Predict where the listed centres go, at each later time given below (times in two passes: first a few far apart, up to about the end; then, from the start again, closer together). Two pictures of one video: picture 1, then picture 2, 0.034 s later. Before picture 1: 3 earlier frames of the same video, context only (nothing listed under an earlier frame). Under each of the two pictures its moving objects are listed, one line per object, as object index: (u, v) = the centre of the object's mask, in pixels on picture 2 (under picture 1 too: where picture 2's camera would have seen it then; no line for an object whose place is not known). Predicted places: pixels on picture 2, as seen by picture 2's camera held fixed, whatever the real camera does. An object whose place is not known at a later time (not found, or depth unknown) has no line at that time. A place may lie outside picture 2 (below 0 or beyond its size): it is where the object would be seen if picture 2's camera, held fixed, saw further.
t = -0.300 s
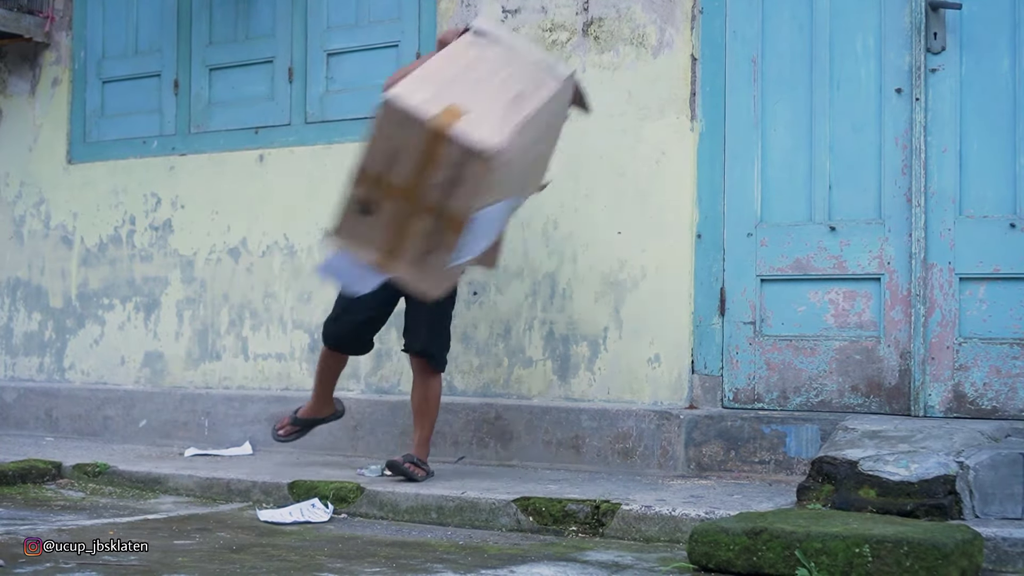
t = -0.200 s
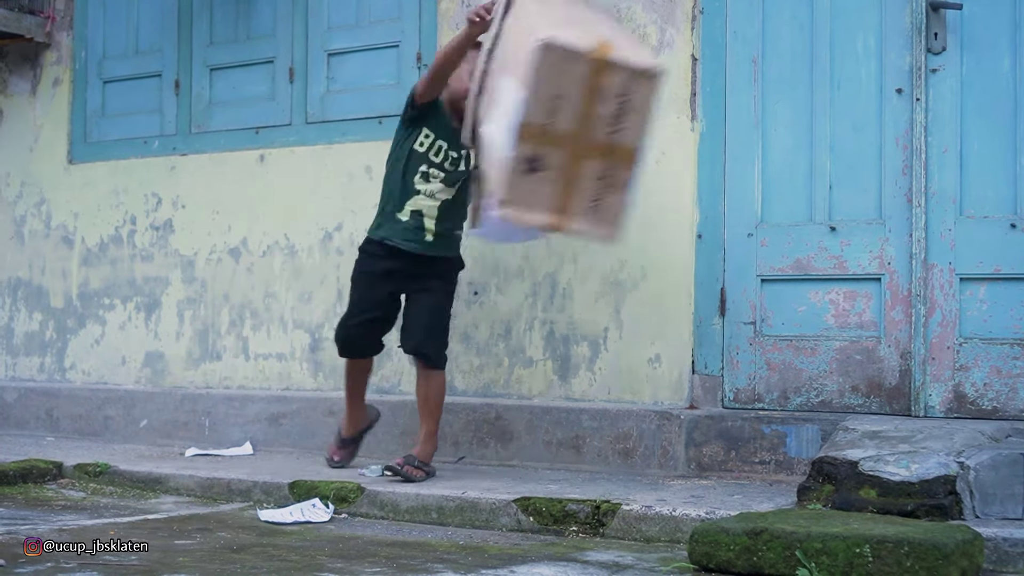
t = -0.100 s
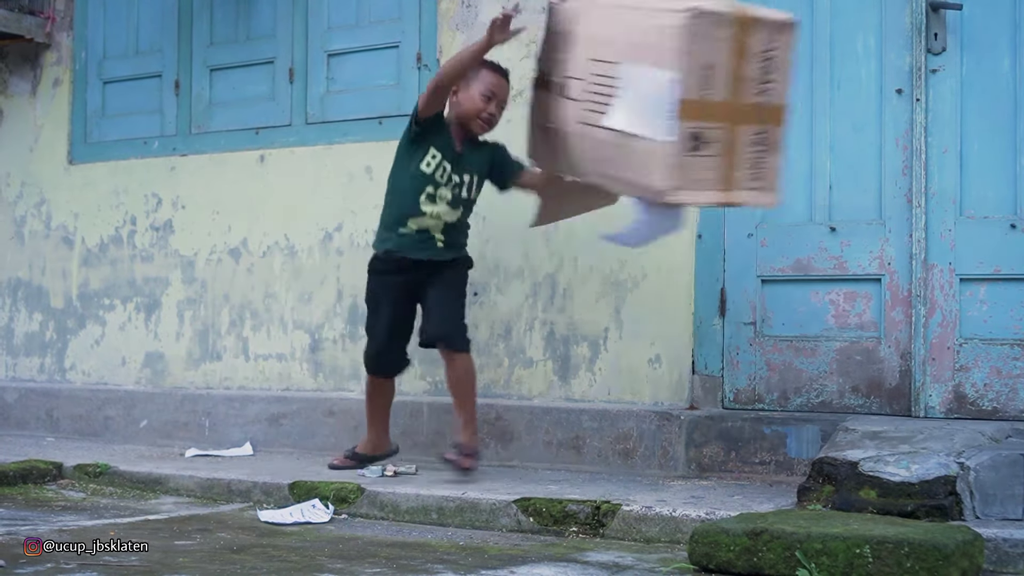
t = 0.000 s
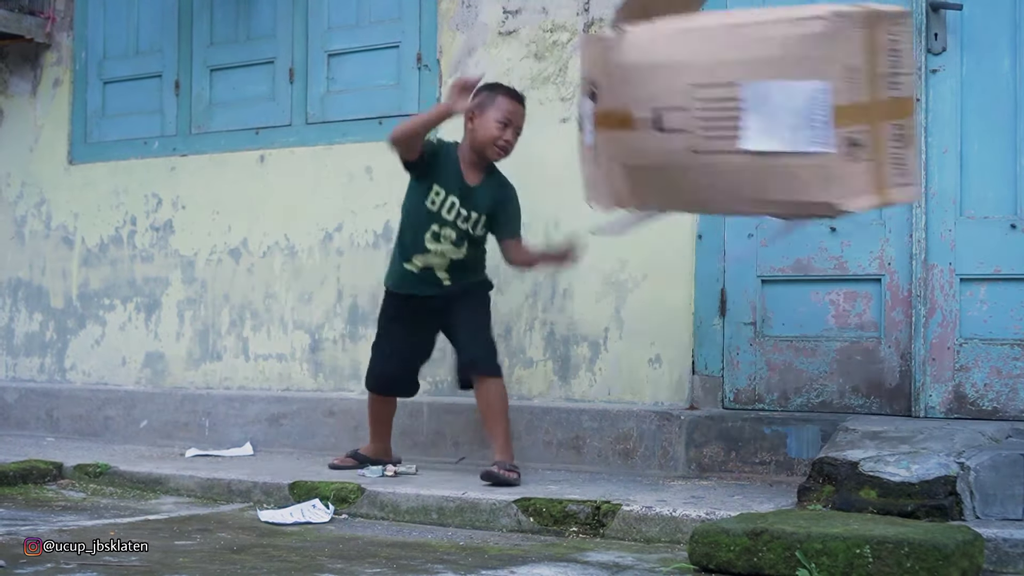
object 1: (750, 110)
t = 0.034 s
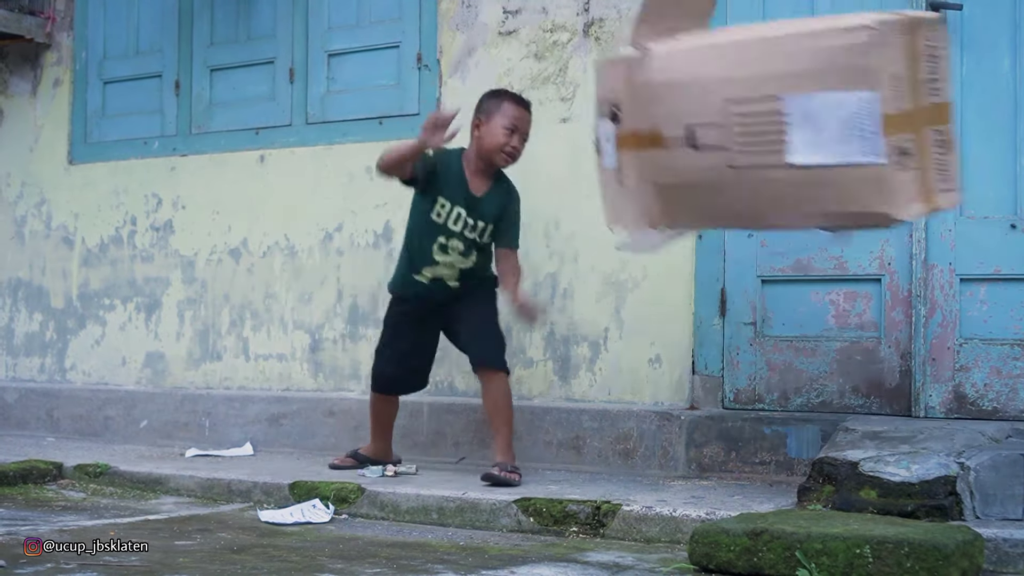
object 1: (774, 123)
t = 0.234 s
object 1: (894, 295)
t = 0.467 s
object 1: (950, 369)
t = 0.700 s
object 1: (944, 370)
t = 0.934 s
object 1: (942, 374)
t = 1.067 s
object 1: (941, 367)
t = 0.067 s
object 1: (801, 140)
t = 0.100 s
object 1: (830, 162)
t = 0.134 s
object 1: (847, 190)
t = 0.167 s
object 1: (861, 221)
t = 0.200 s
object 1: (879, 257)
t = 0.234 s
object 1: (894, 295)
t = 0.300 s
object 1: (934, 376)
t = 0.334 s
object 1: (940, 394)
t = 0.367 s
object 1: (946, 388)
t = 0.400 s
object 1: (952, 380)
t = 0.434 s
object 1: (953, 375)
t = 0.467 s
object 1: (950, 369)
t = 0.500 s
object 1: (948, 362)
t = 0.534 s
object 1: (948, 355)
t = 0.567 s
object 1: (948, 353)
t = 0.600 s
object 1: (948, 356)
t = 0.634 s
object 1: (948, 359)
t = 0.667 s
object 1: (945, 366)
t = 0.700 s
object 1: (944, 370)
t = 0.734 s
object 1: (942, 374)
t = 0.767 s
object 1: (941, 376)
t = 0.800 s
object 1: (941, 377)
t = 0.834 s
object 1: (940, 377)
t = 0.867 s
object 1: (940, 376)
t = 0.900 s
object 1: (941, 375)
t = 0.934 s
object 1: (942, 374)
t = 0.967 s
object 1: (942, 373)
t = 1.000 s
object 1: (942, 371)
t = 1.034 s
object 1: (942, 369)
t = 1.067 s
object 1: (941, 367)
